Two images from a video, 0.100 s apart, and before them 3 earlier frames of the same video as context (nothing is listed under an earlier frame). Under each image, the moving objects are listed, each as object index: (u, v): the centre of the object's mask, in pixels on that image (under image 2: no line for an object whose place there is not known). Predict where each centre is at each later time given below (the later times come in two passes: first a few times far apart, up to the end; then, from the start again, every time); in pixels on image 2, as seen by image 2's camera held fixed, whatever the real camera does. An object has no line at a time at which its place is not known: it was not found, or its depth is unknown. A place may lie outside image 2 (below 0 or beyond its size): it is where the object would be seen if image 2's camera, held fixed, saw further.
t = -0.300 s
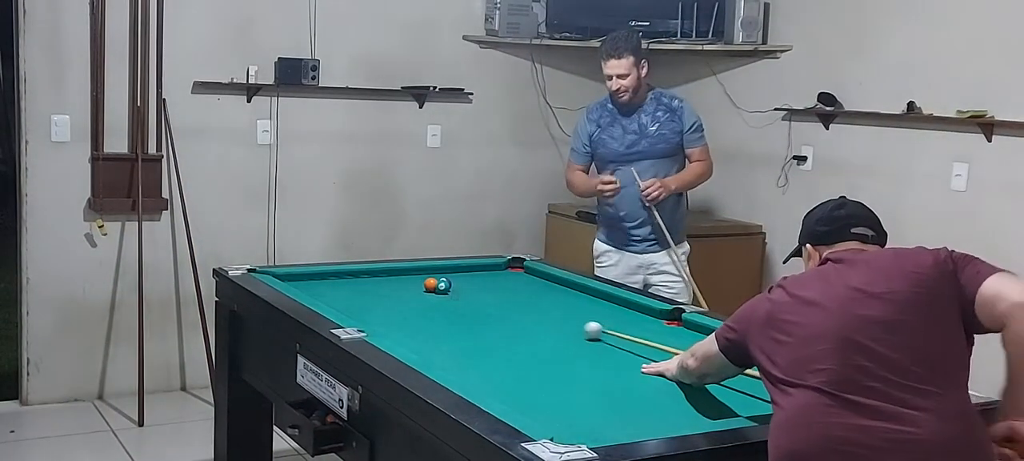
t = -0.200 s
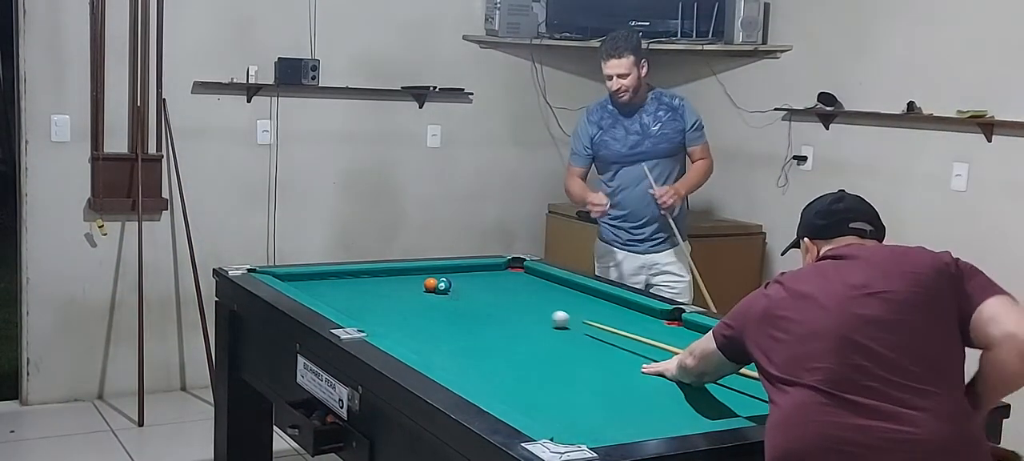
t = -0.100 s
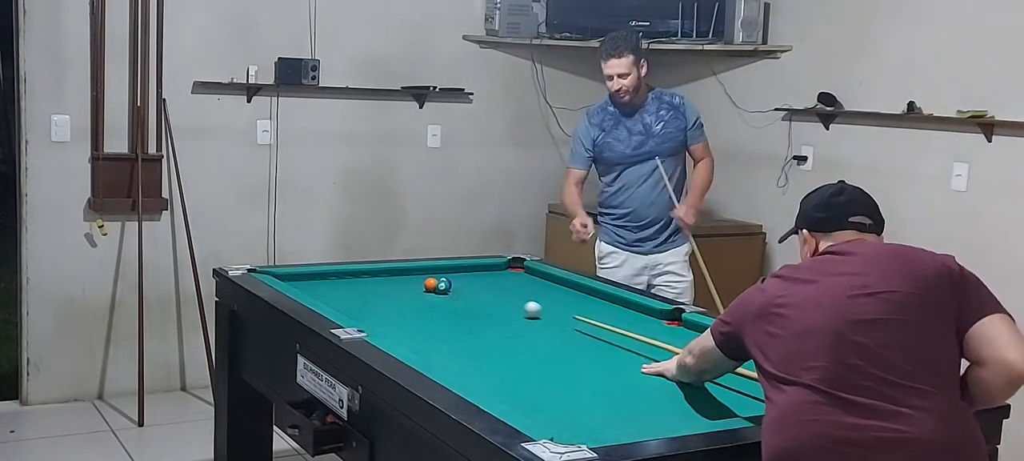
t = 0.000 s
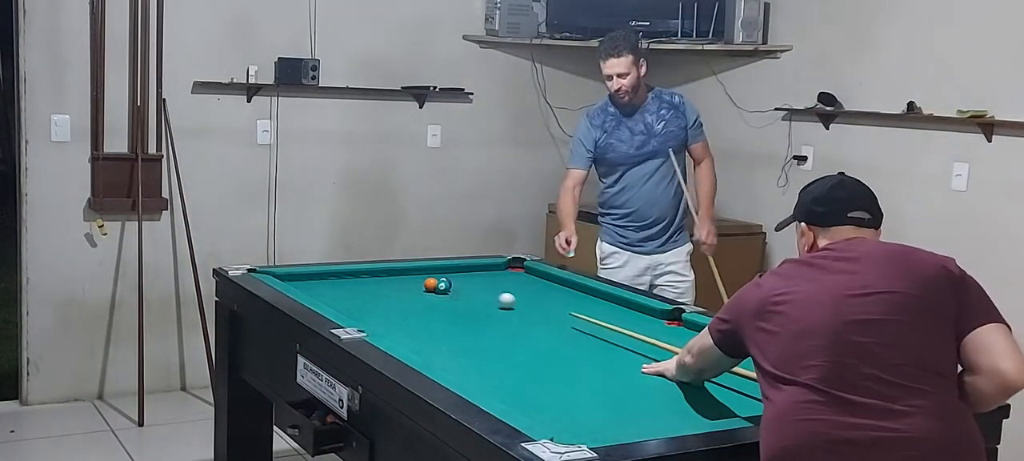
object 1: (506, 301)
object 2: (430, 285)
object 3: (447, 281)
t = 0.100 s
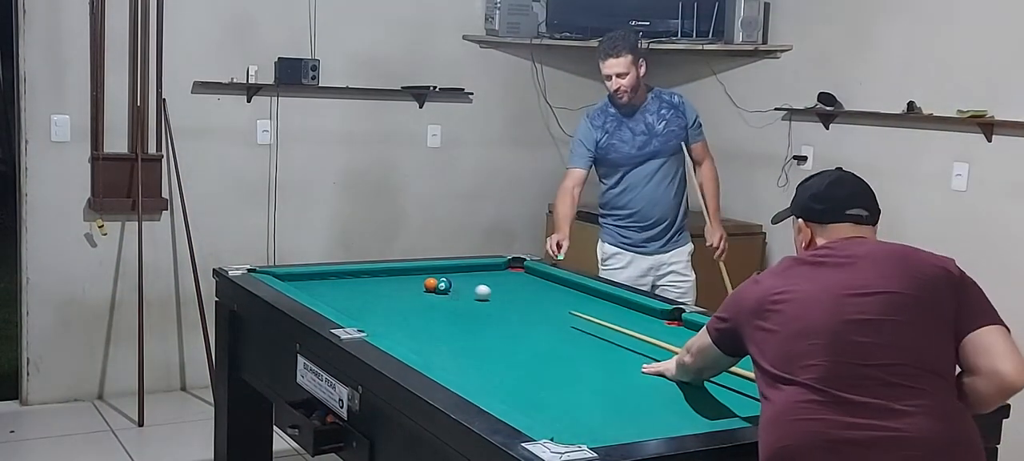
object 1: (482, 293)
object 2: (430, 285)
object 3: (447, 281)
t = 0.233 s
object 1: (459, 283)
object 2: (425, 285)
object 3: (444, 279)
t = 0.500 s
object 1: (449, 268)
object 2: (384, 286)
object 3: (434, 279)
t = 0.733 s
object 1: (493, 276)
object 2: (350, 288)
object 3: (430, 276)
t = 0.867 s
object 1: (519, 280)
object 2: (331, 288)
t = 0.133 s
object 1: (475, 290)
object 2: (430, 285)
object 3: (447, 281)
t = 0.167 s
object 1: (468, 287)
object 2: (430, 285)
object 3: (446, 281)
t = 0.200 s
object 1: (460, 285)
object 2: (430, 285)
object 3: (446, 280)
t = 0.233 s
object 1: (459, 283)
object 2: (425, 285)
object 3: (444, 279)
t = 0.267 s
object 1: (458, 281)
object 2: (420, 285)
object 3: (441, 278)
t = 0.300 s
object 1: (456, 279)
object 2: (415, 285)
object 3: (439, 279)
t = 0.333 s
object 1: (454, 276)
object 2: (410, 285)
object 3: (438, 279)
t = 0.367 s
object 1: (452, 274)
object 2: (404, 286)
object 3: (437, 279)
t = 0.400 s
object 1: (450, 272)
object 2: (400, 286)
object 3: (437, 279)
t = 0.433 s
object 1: (449, 271)
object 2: (395, 286)
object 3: (436, 279)
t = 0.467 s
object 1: (447, 269)
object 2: (389, 286)
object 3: (435, 278)
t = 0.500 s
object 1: (449, 268)
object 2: (384, 286)
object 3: (434, 279)
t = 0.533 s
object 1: (456, 270)
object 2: (379, 286)
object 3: (434, 278)
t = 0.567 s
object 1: (462, 271)
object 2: (374, 287)
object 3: (433, 278)
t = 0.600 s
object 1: (468, 272)
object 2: (370, 287)
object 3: (433, 278)
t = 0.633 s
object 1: (474, 273)
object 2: (364, 286)
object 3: (432, 277)
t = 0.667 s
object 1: (481, 274)
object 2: (360, 287)
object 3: (431, 276)
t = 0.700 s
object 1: (487, 275)
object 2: (355, 287)
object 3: (431, 276)
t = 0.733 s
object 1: (493, 276)
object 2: (350, 288)
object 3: (430, 276)
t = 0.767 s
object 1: (500, 277)
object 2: (345, 288)
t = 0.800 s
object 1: (506, 278)
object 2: (340, 288)
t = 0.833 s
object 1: (513, 279)
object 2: (335, 288)
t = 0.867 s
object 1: (519, 280)
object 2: (331, 288)
